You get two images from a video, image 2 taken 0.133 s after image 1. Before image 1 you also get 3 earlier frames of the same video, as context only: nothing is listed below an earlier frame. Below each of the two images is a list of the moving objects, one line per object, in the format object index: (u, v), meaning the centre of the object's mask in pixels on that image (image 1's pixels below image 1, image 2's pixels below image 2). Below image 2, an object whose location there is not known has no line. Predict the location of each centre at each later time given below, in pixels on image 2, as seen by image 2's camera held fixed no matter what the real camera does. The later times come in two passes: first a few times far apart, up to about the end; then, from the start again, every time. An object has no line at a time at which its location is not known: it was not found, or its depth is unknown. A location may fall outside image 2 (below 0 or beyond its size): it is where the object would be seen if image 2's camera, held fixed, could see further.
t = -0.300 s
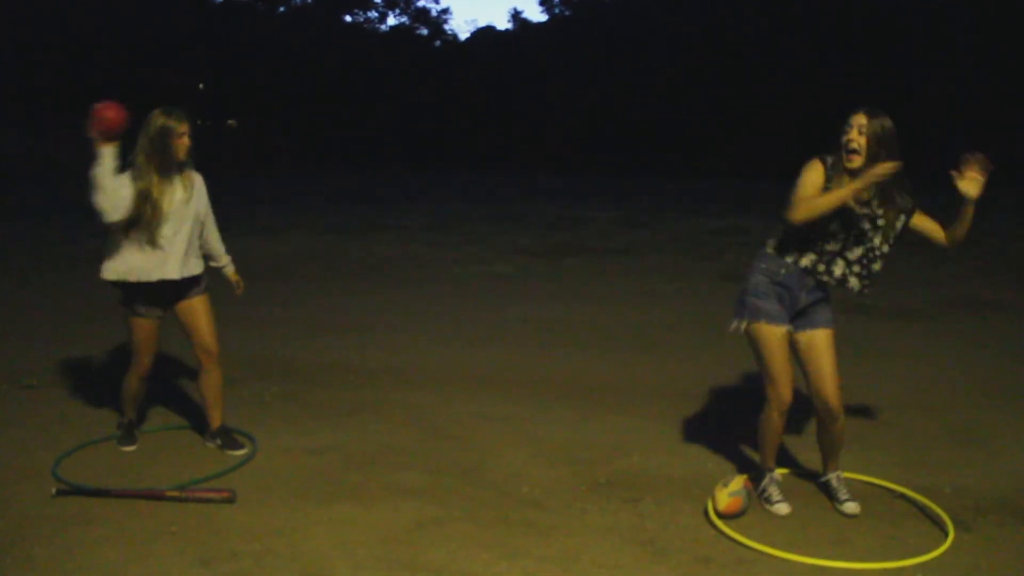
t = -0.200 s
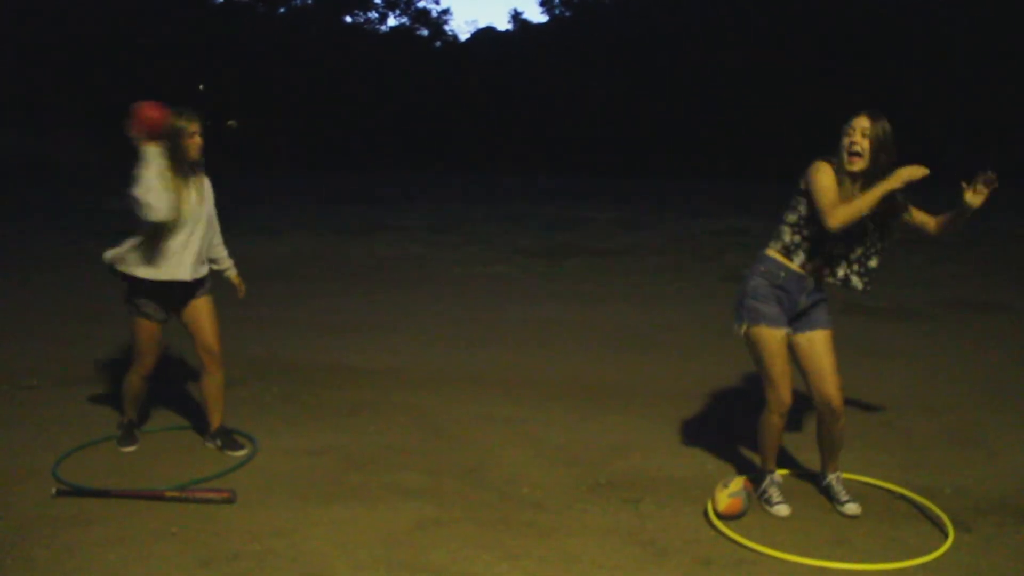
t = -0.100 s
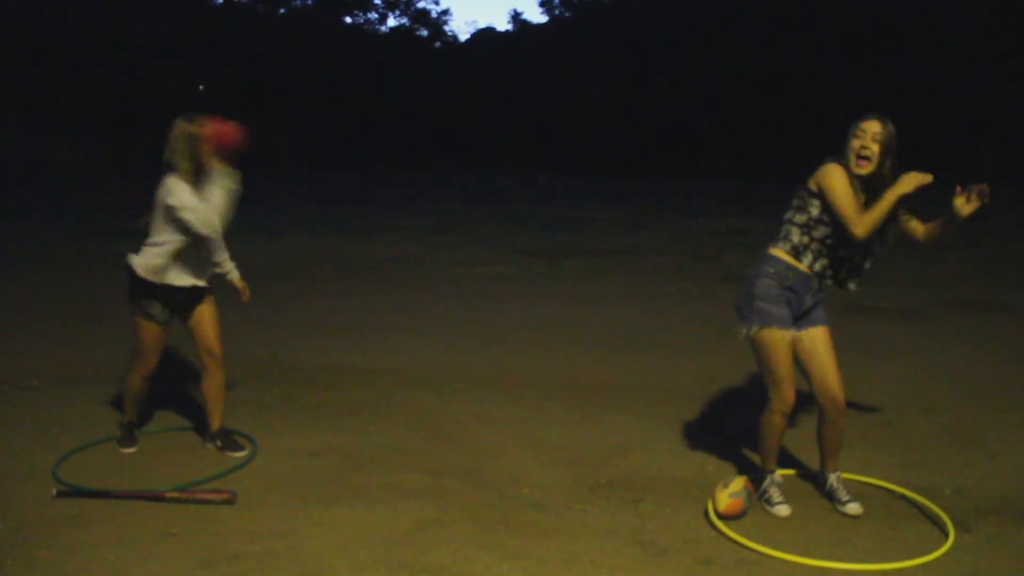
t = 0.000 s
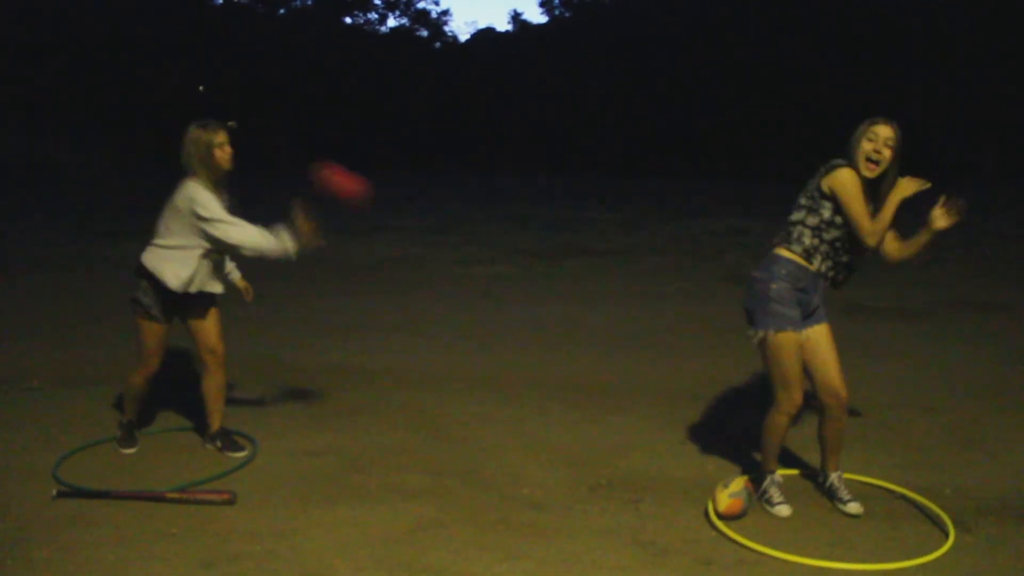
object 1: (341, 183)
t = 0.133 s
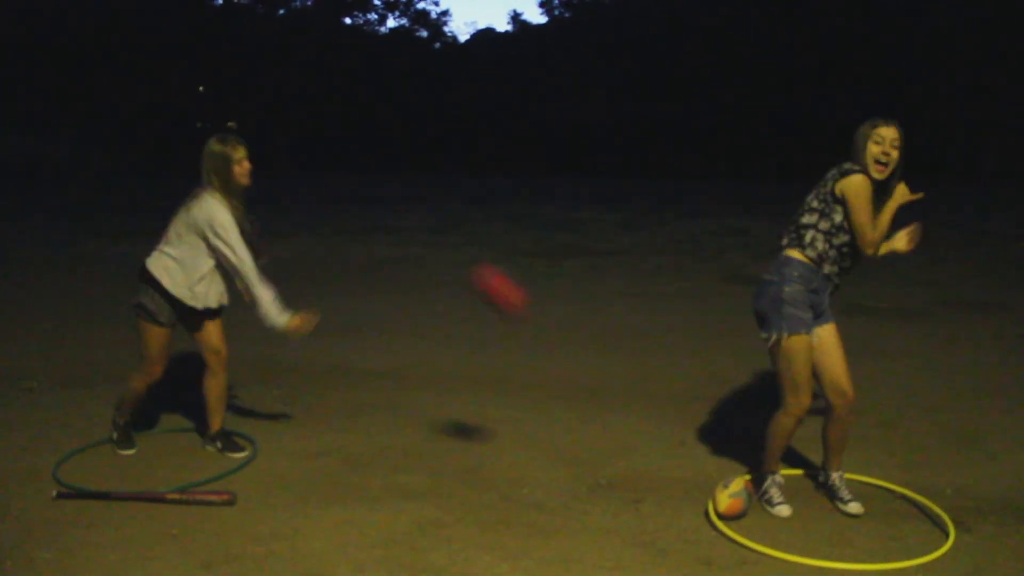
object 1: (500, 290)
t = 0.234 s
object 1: (615, 397)
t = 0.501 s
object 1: (699, 428)
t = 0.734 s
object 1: (689, 452)
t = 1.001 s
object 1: (704, 458)
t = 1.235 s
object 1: (693, 472)
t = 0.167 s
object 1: (540, 325)
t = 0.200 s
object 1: (576, 359)
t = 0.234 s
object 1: (615, 397)
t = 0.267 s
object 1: (650, 435)
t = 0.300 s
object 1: (685, 474)
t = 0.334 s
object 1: (700, 482)
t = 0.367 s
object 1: (701, 466)
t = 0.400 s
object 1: (700, 453)
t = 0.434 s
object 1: (700, 442)
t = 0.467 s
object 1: (699, 434)
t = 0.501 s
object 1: (699, 428)
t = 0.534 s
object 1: (698, 425)
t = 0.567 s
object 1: (697, 424)
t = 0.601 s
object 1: (696, 425)
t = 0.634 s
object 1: (695, 427)
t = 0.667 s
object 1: (693, 434)
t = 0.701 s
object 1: (691, 442)
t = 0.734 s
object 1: (689, 452)
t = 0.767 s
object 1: (687, 466)
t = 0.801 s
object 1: (688, 468)
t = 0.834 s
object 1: (691, 460)
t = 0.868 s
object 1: (694, 455)
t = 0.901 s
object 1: (696, 453)
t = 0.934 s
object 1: (699, 452)
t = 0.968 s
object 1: (702, 454)
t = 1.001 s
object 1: (704, 458)
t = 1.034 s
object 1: (706, 465)
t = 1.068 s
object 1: (706, 473)
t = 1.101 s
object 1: (704, 473)
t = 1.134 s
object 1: (702, 472)
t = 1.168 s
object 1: (699, 472)
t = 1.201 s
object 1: (696, 473)
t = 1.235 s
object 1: (693, 472)
